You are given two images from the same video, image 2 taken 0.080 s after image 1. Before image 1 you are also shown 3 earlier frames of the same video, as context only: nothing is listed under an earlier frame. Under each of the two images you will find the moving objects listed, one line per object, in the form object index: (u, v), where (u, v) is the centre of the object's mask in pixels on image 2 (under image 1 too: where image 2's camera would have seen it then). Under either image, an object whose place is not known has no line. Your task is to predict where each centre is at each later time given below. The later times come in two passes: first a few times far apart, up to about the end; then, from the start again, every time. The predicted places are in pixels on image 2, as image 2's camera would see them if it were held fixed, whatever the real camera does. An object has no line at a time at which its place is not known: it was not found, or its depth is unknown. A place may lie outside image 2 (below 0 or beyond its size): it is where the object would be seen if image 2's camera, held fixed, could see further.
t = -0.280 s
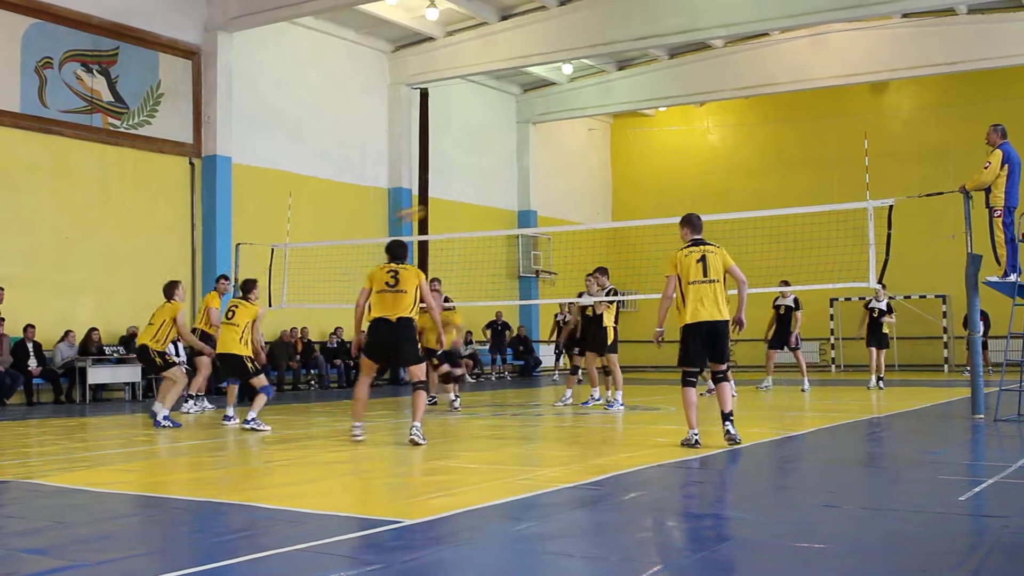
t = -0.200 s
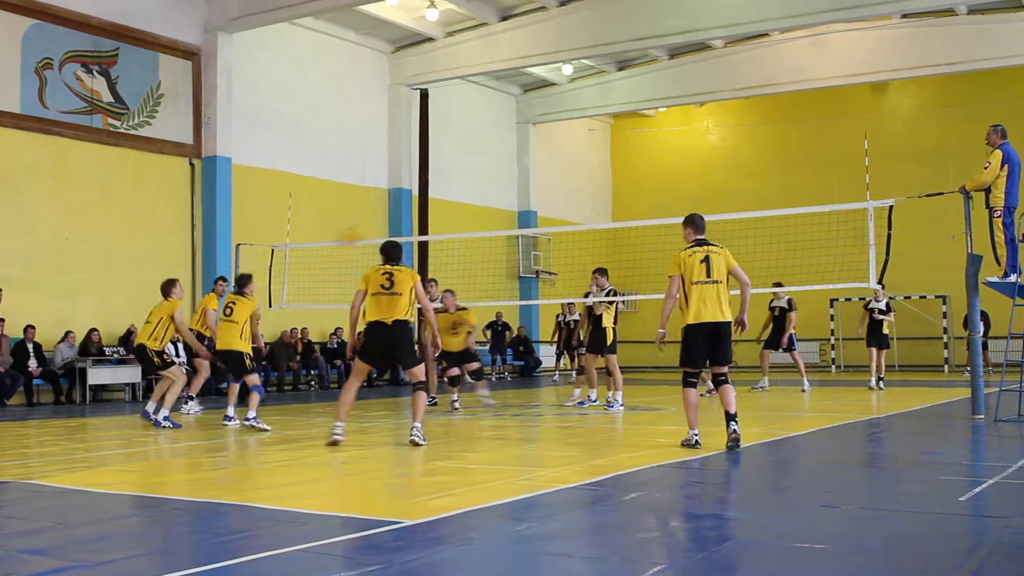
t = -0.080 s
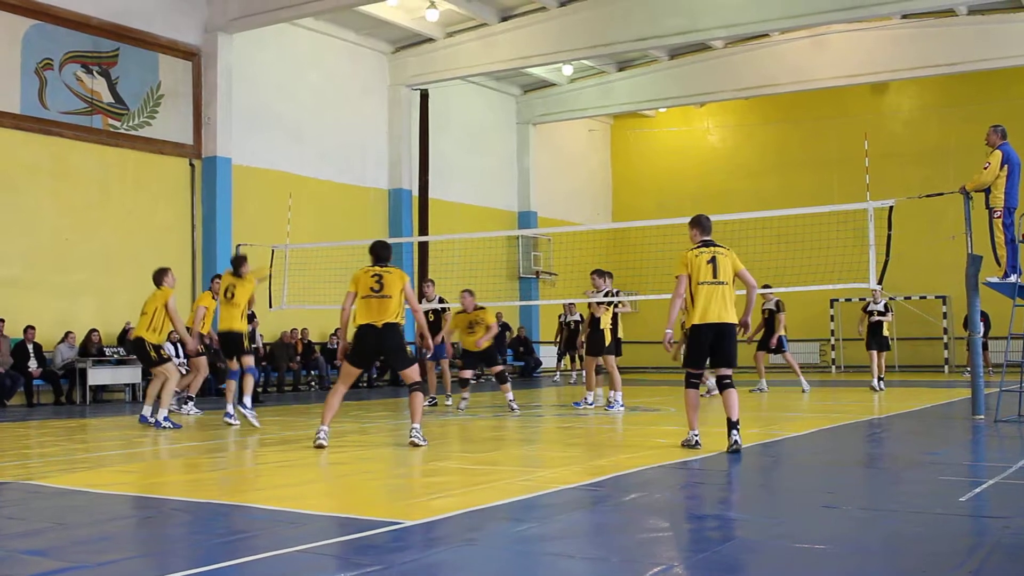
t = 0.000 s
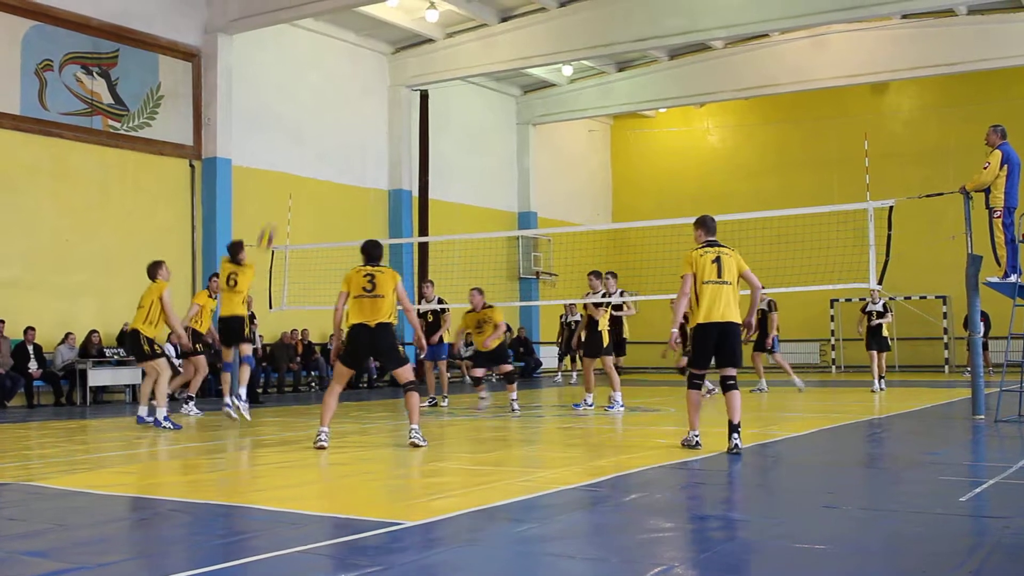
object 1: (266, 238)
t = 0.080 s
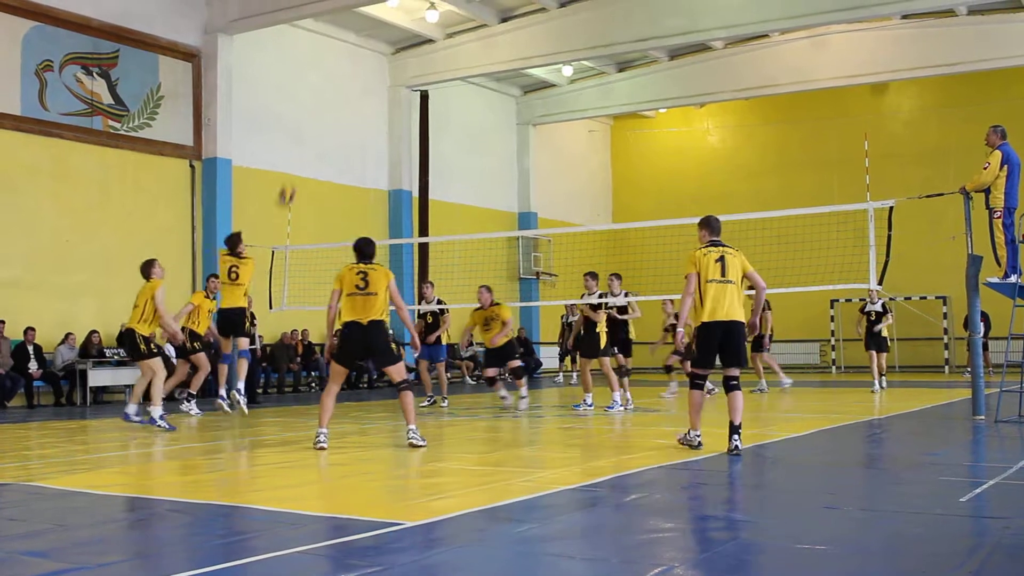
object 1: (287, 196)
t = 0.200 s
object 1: (317, 142)
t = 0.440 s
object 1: (376, 71)
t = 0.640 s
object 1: (422, 49)
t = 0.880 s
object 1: (478, 65)
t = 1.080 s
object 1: (524, 114)
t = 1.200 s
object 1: (551, 156)
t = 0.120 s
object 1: (295, 177)
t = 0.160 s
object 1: (307, 158)
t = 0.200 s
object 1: (317, 142)
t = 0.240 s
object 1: (327, 126)
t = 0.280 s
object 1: (336, 112)
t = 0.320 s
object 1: (346, 100)
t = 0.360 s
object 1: (356, 90)
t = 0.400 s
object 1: (366, 80)
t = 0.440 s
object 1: (376, 71)
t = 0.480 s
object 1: (384, 65)
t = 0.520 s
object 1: (395, 58)
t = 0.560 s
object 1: (402, 55)
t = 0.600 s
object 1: (413, 52)
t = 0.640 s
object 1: (422, 49)
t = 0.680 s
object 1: (431, 49)
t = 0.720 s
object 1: (441, 50)
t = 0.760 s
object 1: (450, 52)
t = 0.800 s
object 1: (459, 55)
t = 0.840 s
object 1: (469, 60)
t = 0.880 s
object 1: (478, 65)
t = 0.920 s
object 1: (487, 73)
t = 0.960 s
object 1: (496, 82)
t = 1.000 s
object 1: (505, 90)
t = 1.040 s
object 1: (516, 101)
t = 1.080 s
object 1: (524, 114)
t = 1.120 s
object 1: (533, 125)
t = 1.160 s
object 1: (542, 140)
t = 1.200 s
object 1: (551, 156)
